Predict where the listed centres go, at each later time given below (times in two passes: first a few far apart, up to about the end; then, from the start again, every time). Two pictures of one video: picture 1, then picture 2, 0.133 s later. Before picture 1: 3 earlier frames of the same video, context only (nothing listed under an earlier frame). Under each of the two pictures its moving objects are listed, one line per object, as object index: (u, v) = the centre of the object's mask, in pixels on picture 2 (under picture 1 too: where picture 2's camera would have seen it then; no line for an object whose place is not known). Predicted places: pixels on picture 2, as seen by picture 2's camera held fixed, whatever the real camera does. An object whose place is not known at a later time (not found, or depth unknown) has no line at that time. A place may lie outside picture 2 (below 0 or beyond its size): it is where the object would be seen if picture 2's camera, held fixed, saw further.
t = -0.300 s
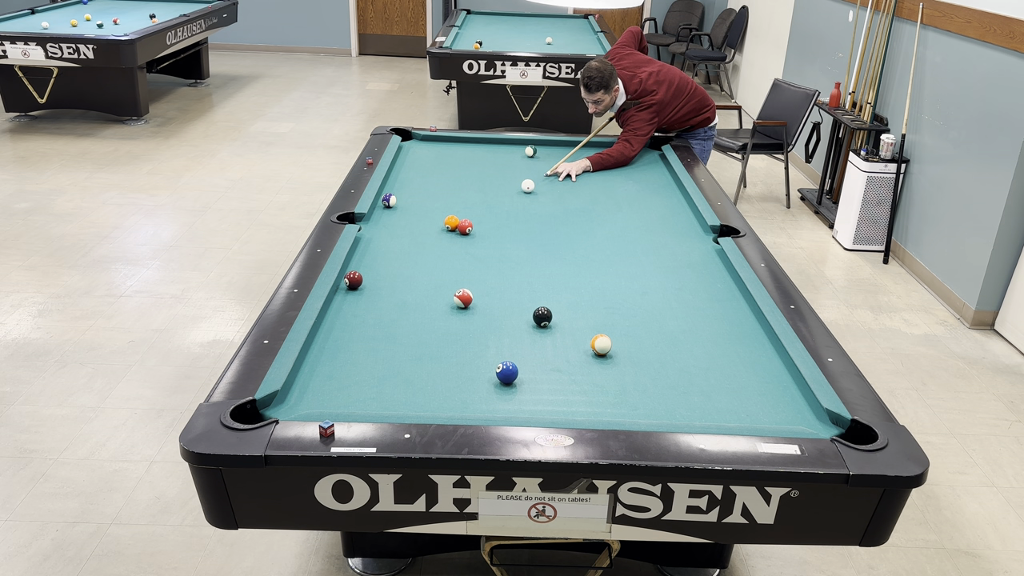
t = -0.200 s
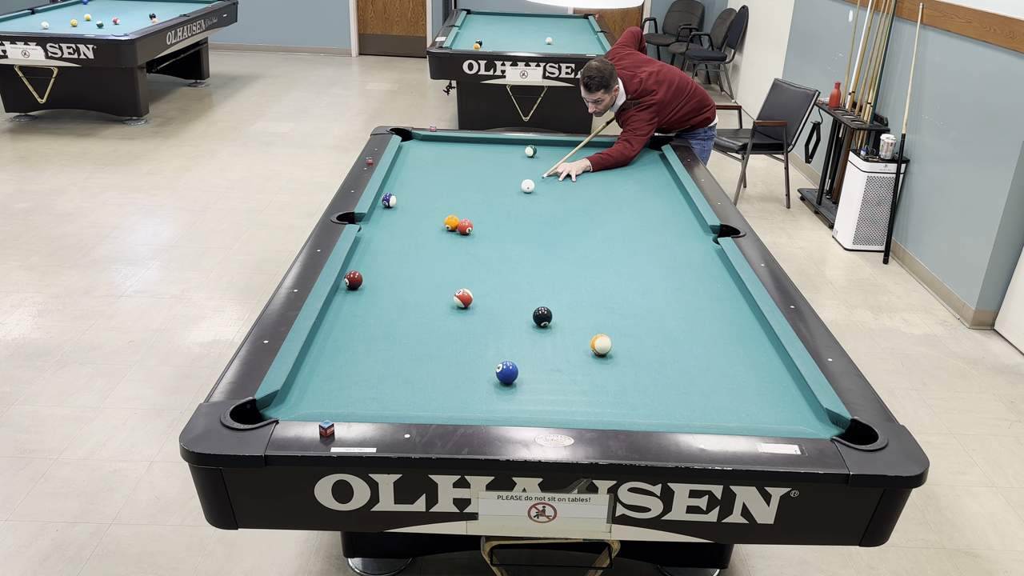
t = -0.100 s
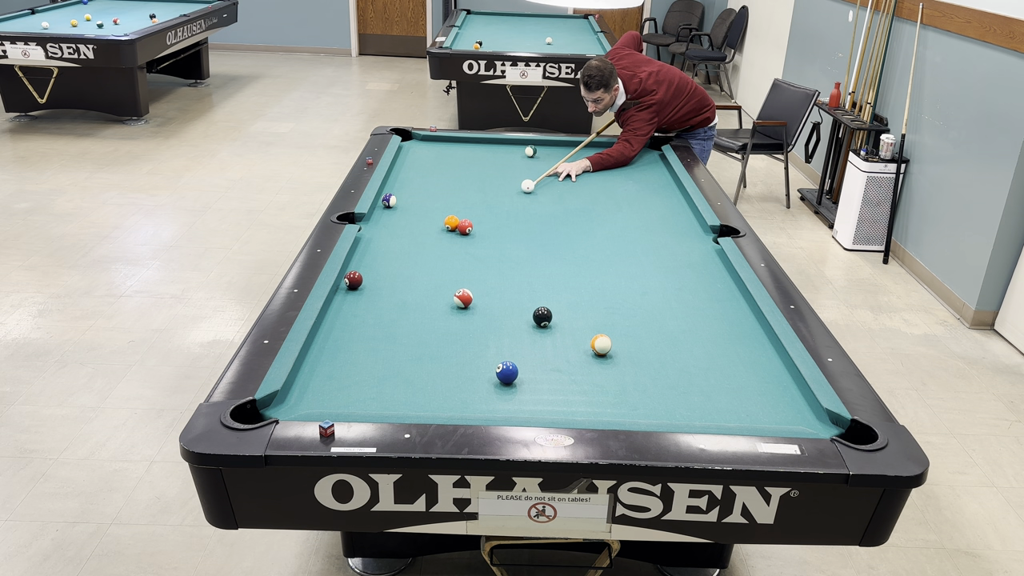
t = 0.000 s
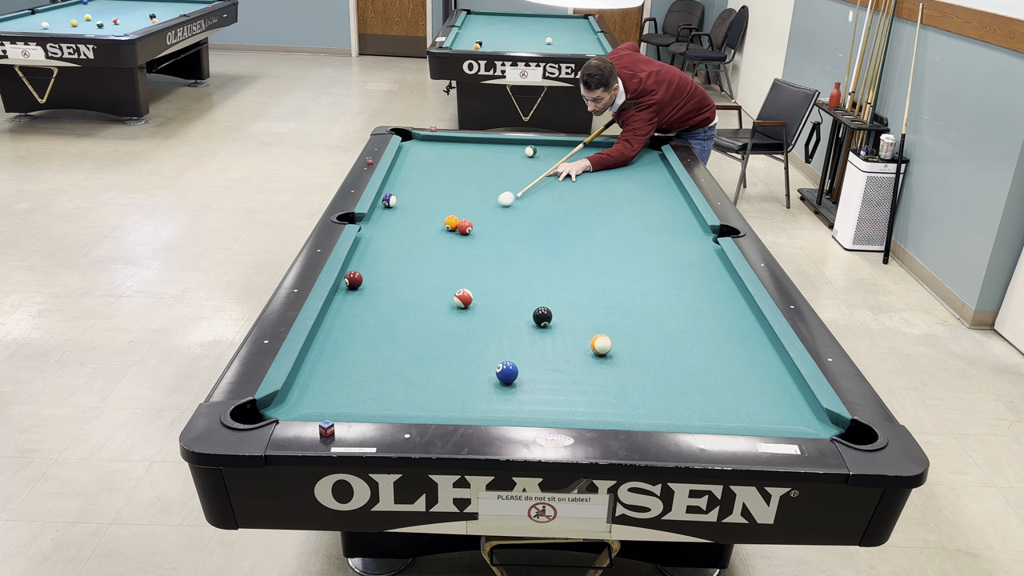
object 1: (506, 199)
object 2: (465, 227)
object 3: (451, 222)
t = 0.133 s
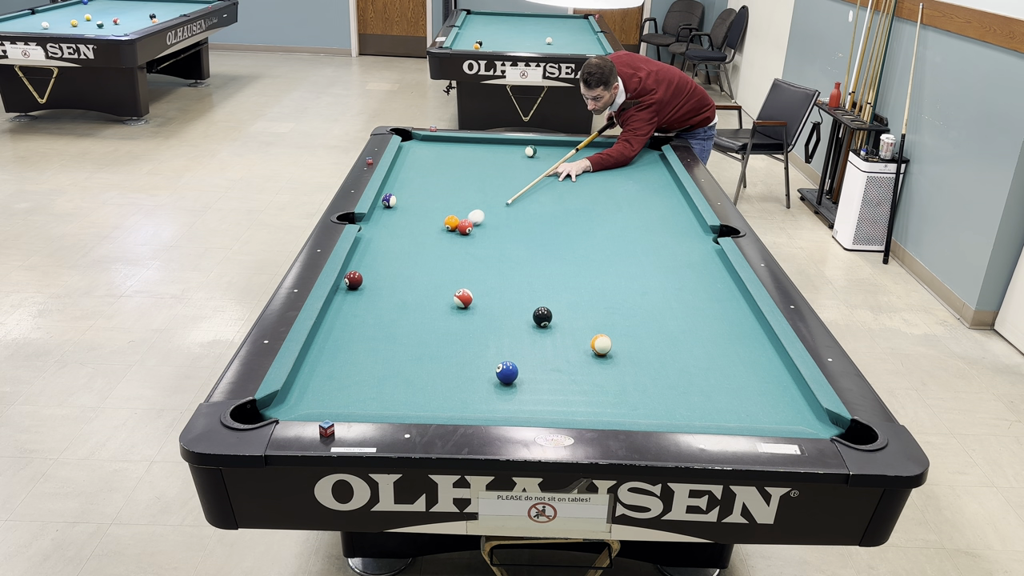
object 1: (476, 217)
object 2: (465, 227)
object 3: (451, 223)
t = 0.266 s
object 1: (465, 221)
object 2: (452, 240)
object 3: (449, 223)
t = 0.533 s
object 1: (460, 218)
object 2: (422, 271)
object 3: (443, 224)
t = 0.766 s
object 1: (457, 217)
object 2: (392, 302)
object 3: (439, 224)
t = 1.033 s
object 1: (454, 215)
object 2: (352, 343)
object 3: (436, 225)
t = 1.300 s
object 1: (453, 214)
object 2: (302, 394)
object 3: (434, 225)
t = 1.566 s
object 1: (452, 214)
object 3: (433, 225)
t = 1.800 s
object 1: (452, 214)
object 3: (433, 225)
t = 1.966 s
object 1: (452, 214)
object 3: (433, 225)
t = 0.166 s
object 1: (471, 219)
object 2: (464, 227)
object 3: (451, 223)
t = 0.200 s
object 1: (467, 220)
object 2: (460, 231)
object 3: (451, 222)
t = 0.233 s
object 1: (466, 221)
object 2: (456, 235)
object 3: (450, 222)
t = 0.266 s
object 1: (465, 221)
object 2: (452, 240)
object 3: (449, 223)
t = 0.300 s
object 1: (464, 220)
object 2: (448, 244)
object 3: (449, 223)
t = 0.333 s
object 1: (464, 220)
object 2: (445, 248)
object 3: (448, 223)
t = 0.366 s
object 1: (463, 220)
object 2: (441, 252)
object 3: (447, 223)
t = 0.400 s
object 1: (462, 219)
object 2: (437, 255)
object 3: (446, 223)
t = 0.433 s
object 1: (462, 219)
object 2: (433, 259)
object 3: (446, 223)
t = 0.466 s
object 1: (461, 219)
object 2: (429, 263)
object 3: (445, 223)
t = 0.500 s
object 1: (461, 219)
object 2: (426, 267)
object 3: (444, 224)
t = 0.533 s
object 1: (460, 218)
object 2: (422, 271)
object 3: (443, 224)
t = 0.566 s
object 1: (460, 218)
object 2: (418, 275)
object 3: (443, 224)
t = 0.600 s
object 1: (459, 218)
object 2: (414, 279)
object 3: (442, 224)
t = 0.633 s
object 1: (459, 218)
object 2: (410, 284)
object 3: (441, 224)
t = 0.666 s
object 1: (458, 217)
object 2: (406, 288)
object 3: (441, 224)
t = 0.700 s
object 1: (458, 217)
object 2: (401, 293)
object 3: (440, 224)
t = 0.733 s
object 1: (457, 217)
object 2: (397, 297)
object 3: (440, 224)
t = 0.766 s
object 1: (457, 217)
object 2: (392, 302)
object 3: (439, 224)
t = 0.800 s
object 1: (456, 217)
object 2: (388, 307)
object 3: (438, 224)
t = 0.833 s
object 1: (456, 216)
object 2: (383, 312)
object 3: (438, 224)
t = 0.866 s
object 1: (456, 216)
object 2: (378, 316)
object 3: (438, 224)
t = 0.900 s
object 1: (455, 216)
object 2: (373, 322)
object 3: (437, 224)
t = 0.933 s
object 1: (455, 216)
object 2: (368, 327)
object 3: (437, 224)
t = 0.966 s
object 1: (455, 216)
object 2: (363, 332)
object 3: (436, 224)
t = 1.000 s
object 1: (455, 216)
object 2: (357, 338)
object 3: (436, 224)
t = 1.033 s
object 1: (454, 215)
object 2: (352, 343)
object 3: (436, 225)
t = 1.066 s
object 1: (454, 215)
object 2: (346, 349)
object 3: (435, 225)
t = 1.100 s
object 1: (454, 215)
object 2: (341, 355)
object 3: (435, 225)
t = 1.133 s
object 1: (453, 215)
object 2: (335, 361)
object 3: (435, 225)
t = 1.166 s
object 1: (453, 215)
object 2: (329, 367)
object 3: (435, 225)
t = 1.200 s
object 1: (453, 215)
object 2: (323, 374)
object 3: (434, 225)
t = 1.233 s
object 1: (453, 215)
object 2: (316, 380)
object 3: (434, 225)
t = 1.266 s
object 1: (453, 215)
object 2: (309, 387)
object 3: (434, 225)
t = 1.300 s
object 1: (453, 214)
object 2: (302, 394)
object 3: (434, 225)
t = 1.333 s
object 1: (453, 214)
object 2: (295, 401)
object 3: (434, 225)
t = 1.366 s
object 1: (453, 214)
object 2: (288, 406)
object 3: (433, 225)
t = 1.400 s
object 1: (453, 214)
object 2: (281, 411)
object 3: (433, 225)
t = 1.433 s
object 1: (453, 214)
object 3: (433, 225)
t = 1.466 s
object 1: (453, 214)
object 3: (433, 225)
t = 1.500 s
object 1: (452, 214)
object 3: (433, 225)
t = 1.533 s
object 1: (452, 214)
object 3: (433, 225)
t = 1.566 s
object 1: (452, 214)
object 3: (433, 225)
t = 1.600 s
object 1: (452, 214)
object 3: (433, 225)
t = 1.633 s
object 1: (452, 214)
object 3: (433, 225)
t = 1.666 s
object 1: (452, 214)
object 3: (433, 225)
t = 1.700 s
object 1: (452, 214)
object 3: (433, 225)
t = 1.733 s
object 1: (452, 214)
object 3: (433, 225)
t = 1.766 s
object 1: (452, 214)
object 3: (433, 225)
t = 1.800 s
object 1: (452, 214)
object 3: (433, 225)
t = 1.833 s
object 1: (452, 214)
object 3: (433, 225)
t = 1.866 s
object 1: (452, 214)
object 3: (433, 225)
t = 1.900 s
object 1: (452, 214)
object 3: (433, 225)
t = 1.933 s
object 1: (452, 214)
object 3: (433, 225)
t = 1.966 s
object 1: (452, 214)
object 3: (433, 225)
